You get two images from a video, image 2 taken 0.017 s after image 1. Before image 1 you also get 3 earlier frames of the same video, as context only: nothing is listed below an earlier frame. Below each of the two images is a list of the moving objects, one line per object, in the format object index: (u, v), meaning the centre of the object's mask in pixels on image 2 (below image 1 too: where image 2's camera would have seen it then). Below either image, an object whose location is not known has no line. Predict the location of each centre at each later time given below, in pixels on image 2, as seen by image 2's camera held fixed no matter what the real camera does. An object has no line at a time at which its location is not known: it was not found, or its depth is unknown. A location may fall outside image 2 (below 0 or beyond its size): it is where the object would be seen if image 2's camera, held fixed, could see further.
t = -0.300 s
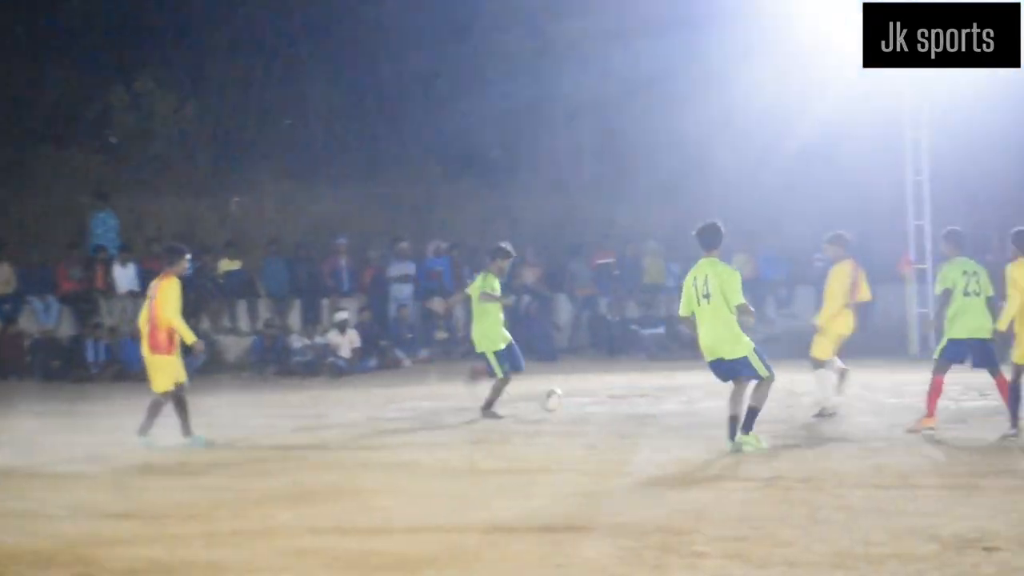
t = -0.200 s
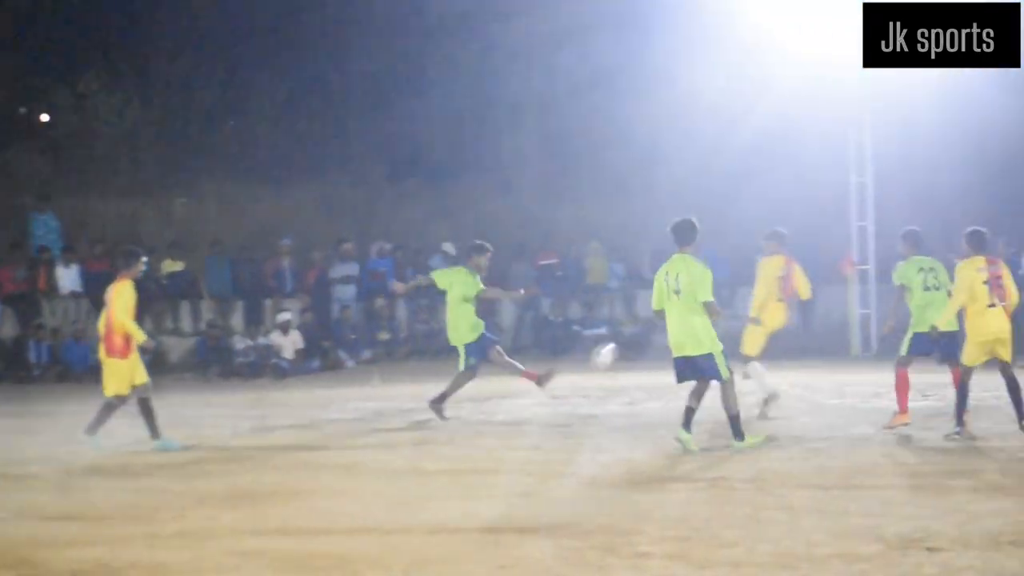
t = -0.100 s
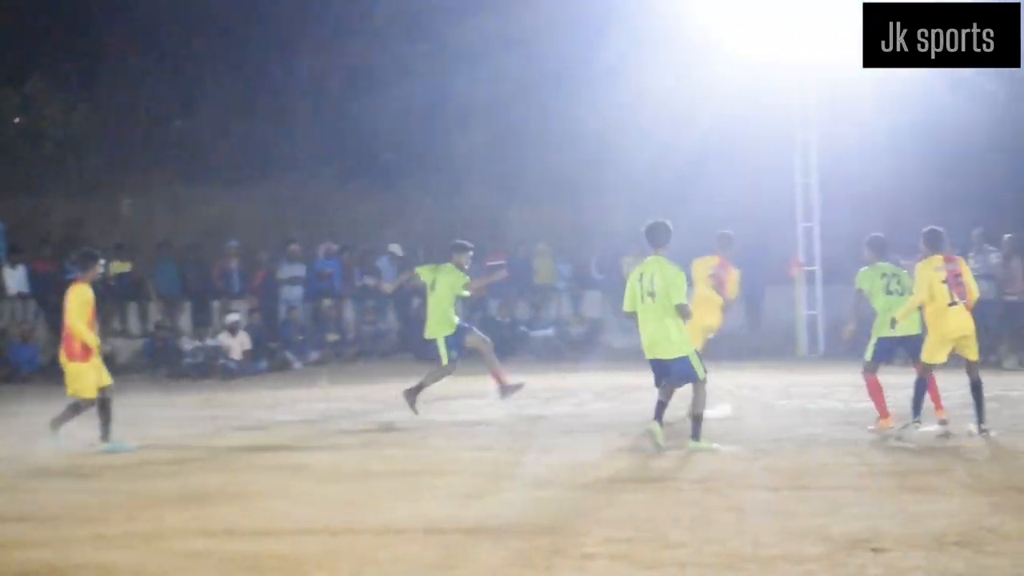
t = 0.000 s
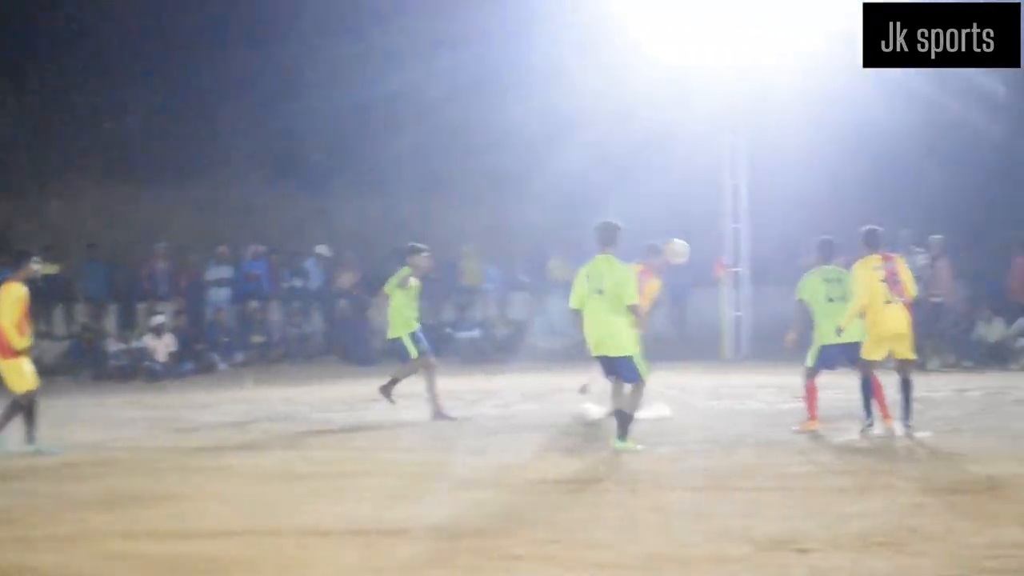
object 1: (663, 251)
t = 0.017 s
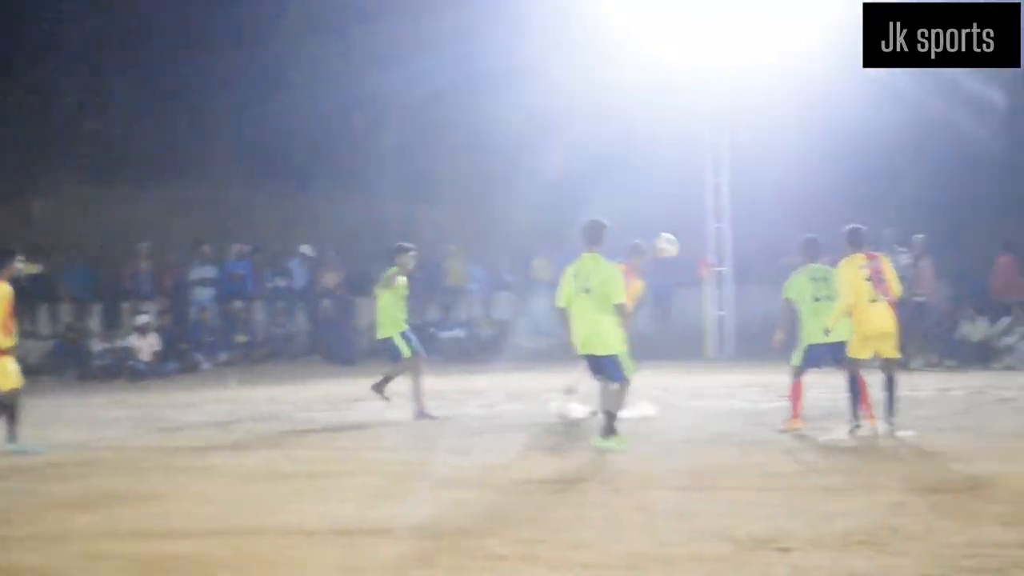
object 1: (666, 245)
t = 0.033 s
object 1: (667, 240)
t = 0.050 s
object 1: (669, 235)
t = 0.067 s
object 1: (671, 229)
